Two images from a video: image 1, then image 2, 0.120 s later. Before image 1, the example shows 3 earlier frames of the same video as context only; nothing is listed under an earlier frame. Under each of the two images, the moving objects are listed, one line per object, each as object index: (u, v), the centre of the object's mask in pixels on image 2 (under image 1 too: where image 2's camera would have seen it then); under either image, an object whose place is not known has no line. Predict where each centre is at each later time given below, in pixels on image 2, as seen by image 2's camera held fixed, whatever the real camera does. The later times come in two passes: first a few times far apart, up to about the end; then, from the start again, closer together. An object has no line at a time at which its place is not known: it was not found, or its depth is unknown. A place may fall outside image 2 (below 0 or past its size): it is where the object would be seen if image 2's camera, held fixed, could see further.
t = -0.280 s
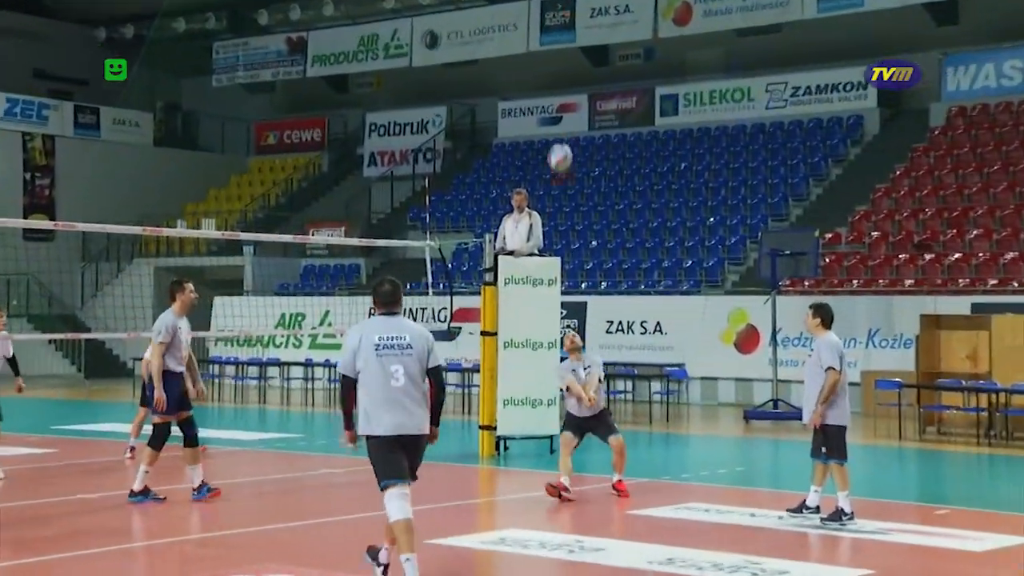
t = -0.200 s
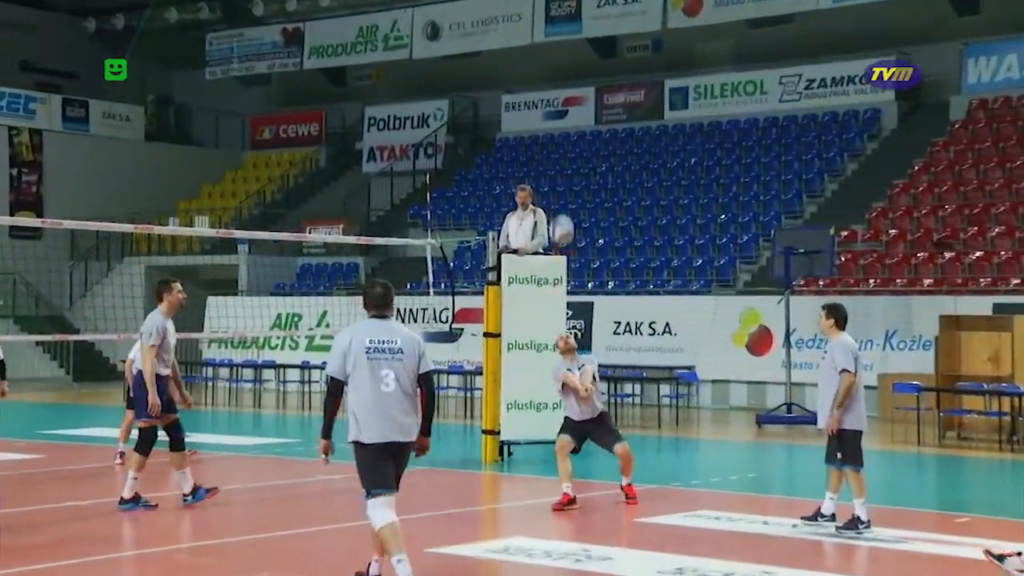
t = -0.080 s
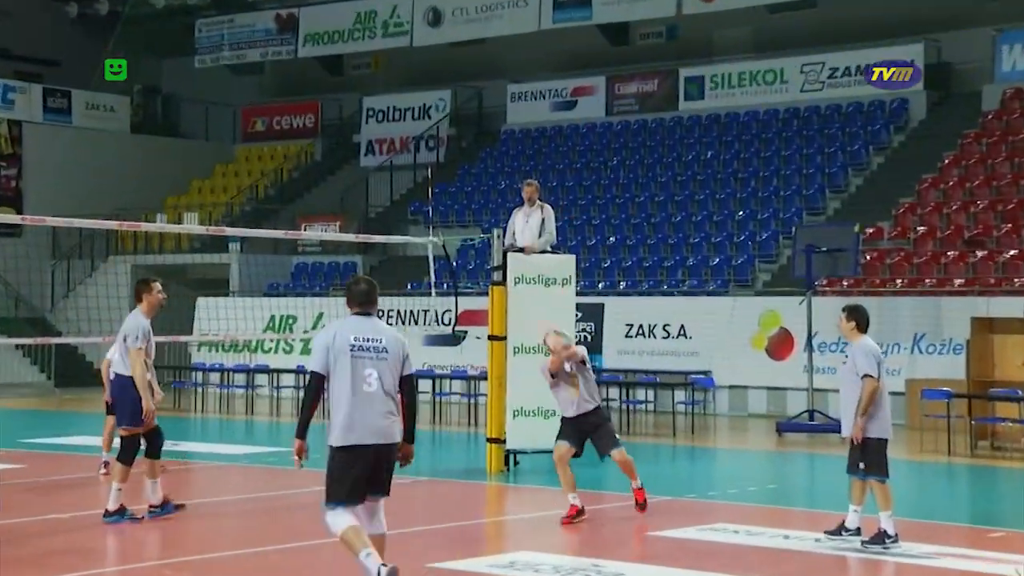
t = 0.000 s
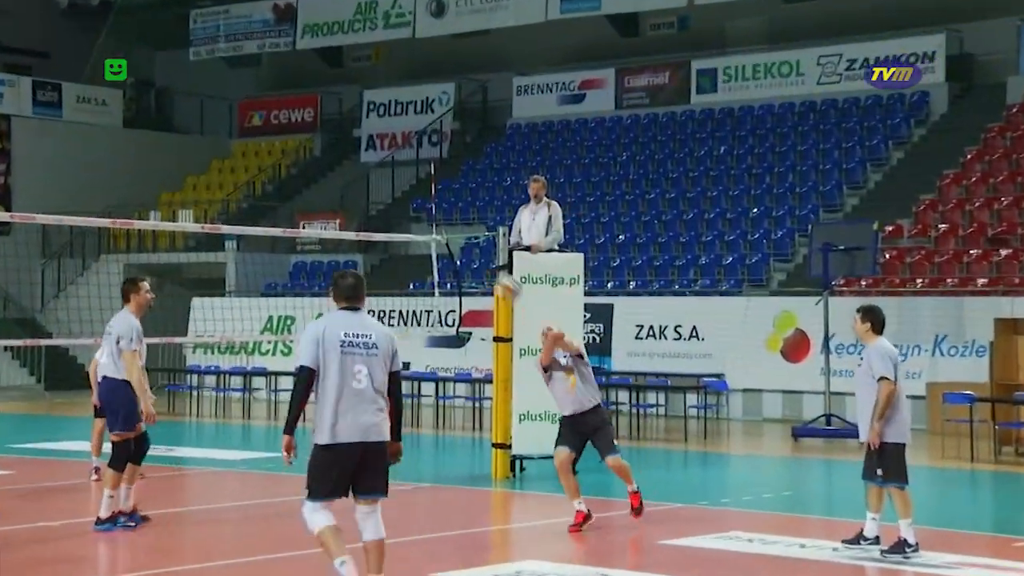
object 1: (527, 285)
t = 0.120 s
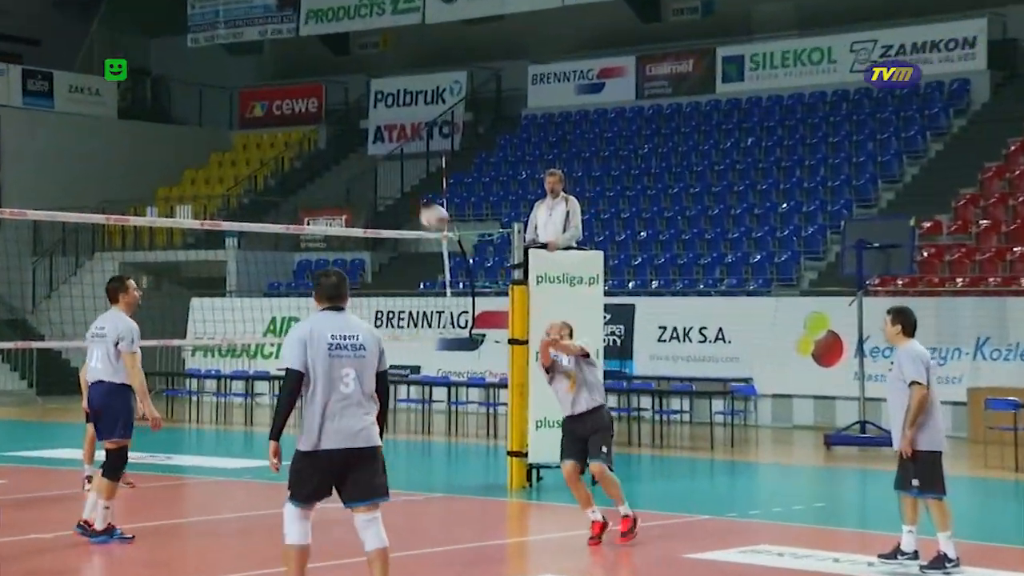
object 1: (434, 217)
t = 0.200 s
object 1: (376, 184)
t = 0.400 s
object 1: (233, 137)
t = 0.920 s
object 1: (-94, 242)
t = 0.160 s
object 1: (405, 201)
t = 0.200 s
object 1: (376, 184)
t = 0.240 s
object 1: (349, 170)
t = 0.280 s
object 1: (321, 159)
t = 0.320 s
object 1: (291, 149)
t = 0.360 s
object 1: (261, 141)
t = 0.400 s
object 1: (233, 137)
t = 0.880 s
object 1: (-73, 224)
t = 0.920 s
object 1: (-94, 242)
